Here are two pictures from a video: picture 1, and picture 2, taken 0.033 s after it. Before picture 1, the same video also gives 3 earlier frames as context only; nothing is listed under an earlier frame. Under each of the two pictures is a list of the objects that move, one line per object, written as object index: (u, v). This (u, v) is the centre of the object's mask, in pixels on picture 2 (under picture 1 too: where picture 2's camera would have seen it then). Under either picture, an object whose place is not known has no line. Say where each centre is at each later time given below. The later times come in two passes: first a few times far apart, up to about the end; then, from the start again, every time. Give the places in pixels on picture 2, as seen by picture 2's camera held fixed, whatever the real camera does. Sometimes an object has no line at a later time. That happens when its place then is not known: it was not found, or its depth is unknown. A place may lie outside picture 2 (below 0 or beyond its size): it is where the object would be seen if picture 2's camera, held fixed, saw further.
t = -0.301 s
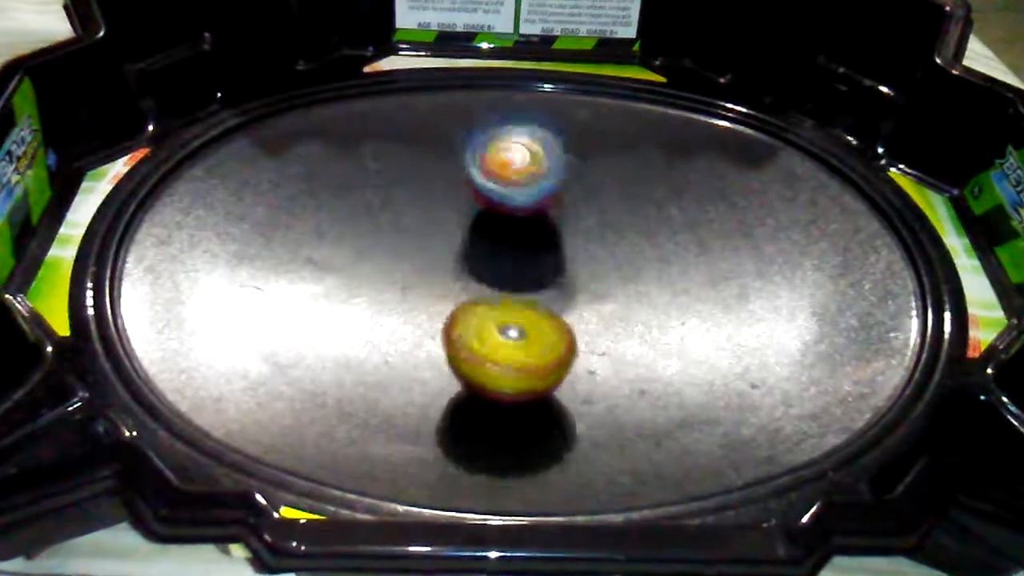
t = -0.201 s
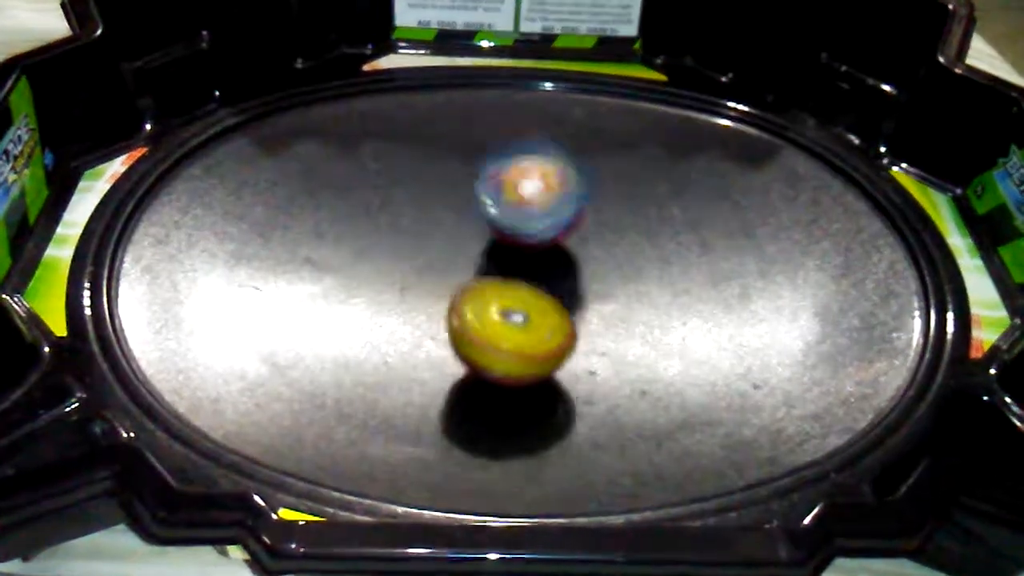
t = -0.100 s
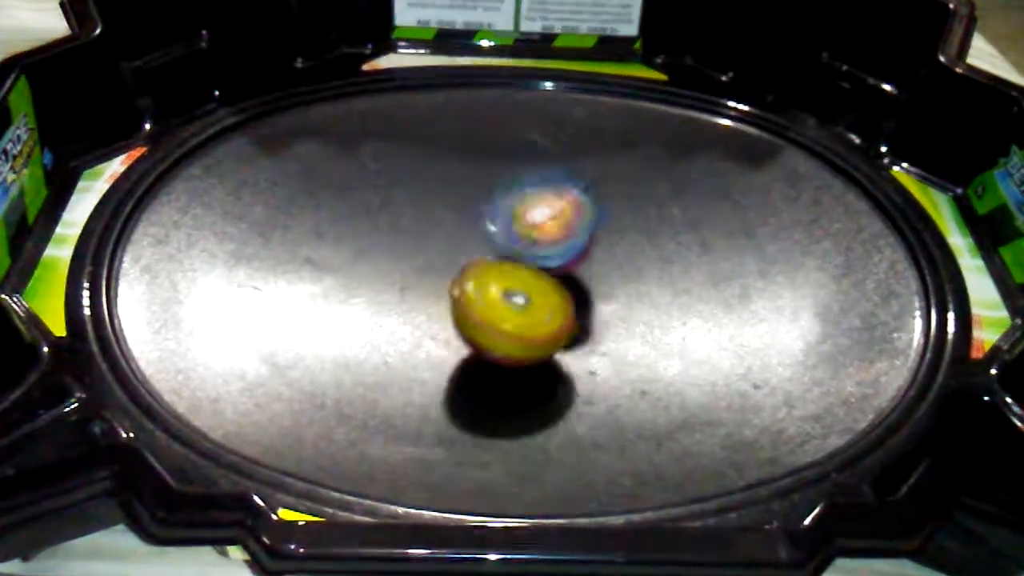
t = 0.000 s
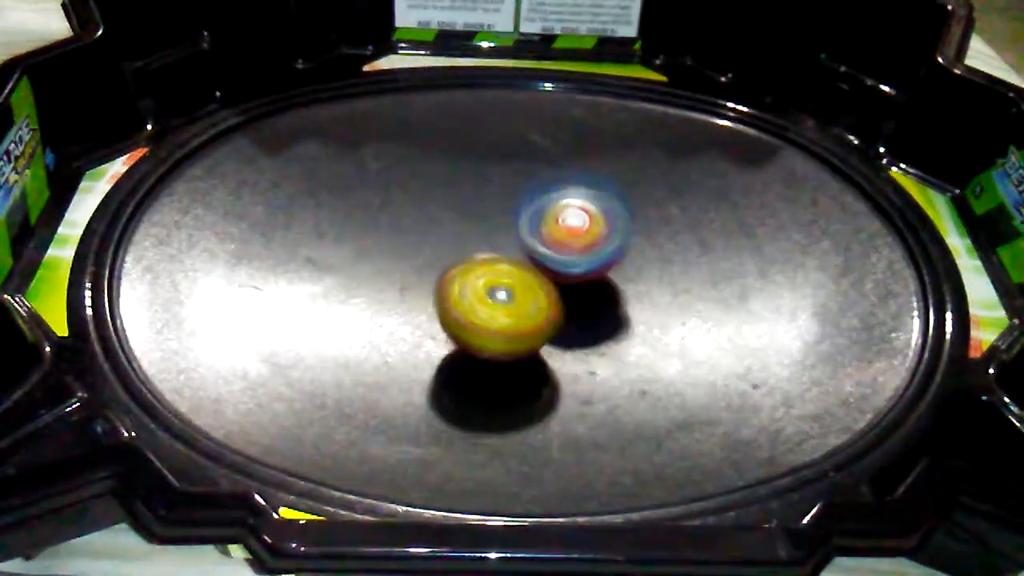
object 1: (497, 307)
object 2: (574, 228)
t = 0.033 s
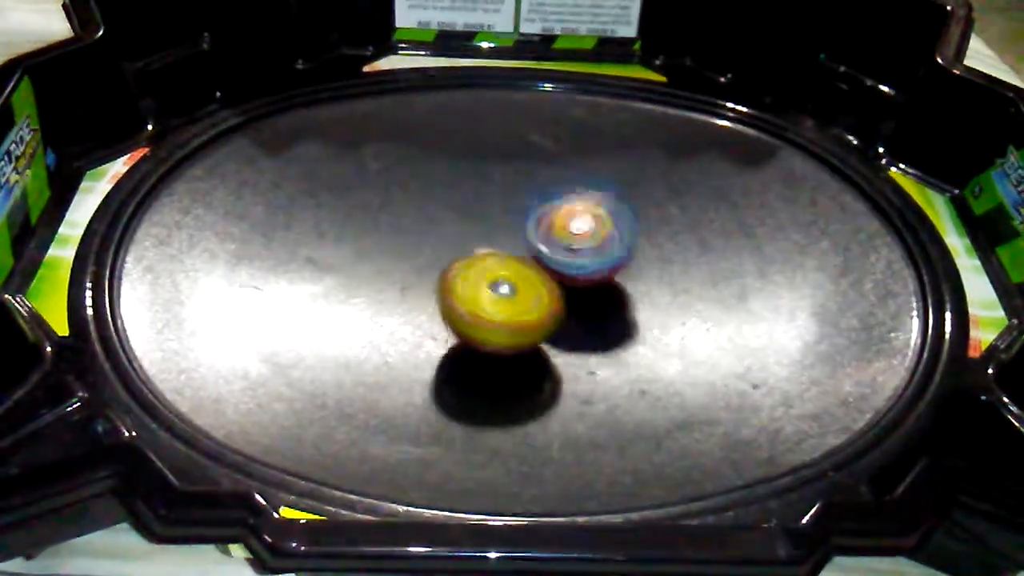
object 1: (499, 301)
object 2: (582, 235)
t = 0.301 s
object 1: (505, 265)
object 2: (653, 263)
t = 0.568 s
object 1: (532, 243)
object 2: (655, 296)
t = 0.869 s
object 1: (545, 224)
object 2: (577, 334)
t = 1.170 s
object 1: (554, 213)
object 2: (494, 298)
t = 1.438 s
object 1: (601, 208)
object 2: (386, 251)
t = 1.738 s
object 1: (567, 270)
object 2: (386, 245)
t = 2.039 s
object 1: (457, 315)
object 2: (387, 245)
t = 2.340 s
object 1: (435, 308)
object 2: (410, 228)
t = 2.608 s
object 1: (470, 300)
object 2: (415, 228)
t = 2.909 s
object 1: (522, 302)
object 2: (423, 235)
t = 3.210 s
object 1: (543, 312)
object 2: (425, 237)
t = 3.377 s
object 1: (541, 305)
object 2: (423, 240)
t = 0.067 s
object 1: (500, 297)
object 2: (591, 240)
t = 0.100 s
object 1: (500, 292)
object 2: (608, 246)
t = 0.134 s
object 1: (500, 288)
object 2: (614, 248)
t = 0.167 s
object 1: (501, 283)
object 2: (626, 251)
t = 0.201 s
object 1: (503, 279)
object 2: (632, 250)
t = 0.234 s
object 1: (503, 275)
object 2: (640, 254)
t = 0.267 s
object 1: (504, 270)
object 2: (647, 258)
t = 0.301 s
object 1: (505, 265)
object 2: (653, 263)
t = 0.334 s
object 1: (507, 262)
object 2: (658, 269)
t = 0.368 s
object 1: (509, 258)
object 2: (662, 272)
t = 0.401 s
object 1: (512, 254)
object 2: (664, 278)
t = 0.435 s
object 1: (516, 252)
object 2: (667, 283)
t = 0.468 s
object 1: (520, 248)
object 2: (668, 286)
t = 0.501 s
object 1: (523, 246)
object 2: (666, 293)
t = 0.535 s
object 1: (527, 244)
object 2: (659, 293)
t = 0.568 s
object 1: (532, 243)
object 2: (655, 296)
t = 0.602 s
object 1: (536, 242)
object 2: (645, 298)
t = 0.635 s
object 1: (539, 240)
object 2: (635, 303)
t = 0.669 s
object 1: (541, 234)
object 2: (626, 310)
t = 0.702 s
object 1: (542, 231)
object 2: (620, 319)
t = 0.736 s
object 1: (544, 229)
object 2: (611, 326)
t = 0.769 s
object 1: (544, 227)
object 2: (604, 329)
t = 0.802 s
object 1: (545, 226)
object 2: (595, 334)
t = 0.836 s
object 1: (545, 225)
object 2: (588, 334)
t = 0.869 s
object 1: (545, 224)
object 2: (577, 334)
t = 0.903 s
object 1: (545, 224)
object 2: (569, 329)
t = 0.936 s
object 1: (545, 224)
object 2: (563, 324)
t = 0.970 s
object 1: (548, 222)
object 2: (550, 324)
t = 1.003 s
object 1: (551, 219)
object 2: (539, 322)
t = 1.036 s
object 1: (551, 218)
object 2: (531, 319)
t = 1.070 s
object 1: (551, 216)
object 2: (520, 315)
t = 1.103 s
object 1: (552, 214)
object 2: (510, 308)
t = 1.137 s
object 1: (553, 214)
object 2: (501, 303)
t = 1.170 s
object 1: (554, 213)
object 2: (494, 298)
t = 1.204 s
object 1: (560, 210)
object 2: (477, 288)
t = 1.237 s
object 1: (572, 206)
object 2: (458, 284)
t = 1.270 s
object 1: (582, 203)
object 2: (433, 282)
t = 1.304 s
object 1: (589, 202)
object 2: (417, 276)
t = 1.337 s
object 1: (593, 202)
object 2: (401, 271)
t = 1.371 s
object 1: (596, 203)
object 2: (393, 262)
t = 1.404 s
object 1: (599, 204)
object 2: (389, 255)
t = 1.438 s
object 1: (601, 208)
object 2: (386, 251)
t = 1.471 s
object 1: (602, 210)
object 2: (382, 246)
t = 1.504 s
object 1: (602, 215)
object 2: (382, 240)
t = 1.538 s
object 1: (602, 221)
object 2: (382, 236)
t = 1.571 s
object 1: (601, 227)
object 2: (382, 234)
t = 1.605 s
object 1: (598, 234)
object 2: (383, 233)
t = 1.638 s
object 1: (592, 244)
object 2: (385, 236)
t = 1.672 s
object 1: (586, 251)
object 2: (386, 239)
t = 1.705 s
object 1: (578, 260)
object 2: (387, 242)
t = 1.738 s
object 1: (567, 270)
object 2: (386, 245)
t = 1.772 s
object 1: (558, 278)
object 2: (386, 248)
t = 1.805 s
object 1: (546, 286)
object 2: (387, 249)
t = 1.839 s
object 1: (532, 296)
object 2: (388, 248)
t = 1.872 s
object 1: (520, 301)
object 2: (390, 246)
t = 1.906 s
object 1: (507, 306)
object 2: (391, 244)
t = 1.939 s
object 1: (493, 309)
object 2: (391, 244)
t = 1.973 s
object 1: (478, 313)
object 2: (390, 245)
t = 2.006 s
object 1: (466, 314)
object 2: (388, 246)
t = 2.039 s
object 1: (457, 315)
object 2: (387, 245)
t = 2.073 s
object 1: (450, 317)
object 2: (385, 245)
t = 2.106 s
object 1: (445, 316)
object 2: (383, 244)
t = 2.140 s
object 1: (440, 315)
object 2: (382, 243)
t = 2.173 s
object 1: (438, 313)
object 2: (386, 241)
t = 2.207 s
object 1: (435, 312)
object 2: (390, 238)
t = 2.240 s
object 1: (434, 310)
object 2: (399, 235)
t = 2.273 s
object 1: (434, 311)
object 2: (408, 231)
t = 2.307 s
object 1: (433, 310)
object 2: (408, 229)
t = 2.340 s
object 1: (435, 308)
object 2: (410, 228)
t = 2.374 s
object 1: (439, 307)
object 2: (412, 227)
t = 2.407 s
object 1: (443, 307)
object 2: (413, 226)
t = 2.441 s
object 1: (446, 305)
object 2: (416, 225)
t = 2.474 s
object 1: (449, 304)
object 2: (419, 223)
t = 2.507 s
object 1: (455, 302)
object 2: (419, 222)
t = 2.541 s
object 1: (460, 302)
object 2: (419, 223)
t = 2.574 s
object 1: (465, 301)
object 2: (417, 224)
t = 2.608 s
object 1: (470, 300)
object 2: (415, 228)
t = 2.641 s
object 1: (476, 298)
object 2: (412, 231)
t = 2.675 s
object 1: (483, 298)
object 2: (412, 233)
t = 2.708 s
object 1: (488, 298)
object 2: (413, 234)
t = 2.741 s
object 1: (495, 298)
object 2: (414, 235)
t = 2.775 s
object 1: (501, 299)
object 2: (417, 235)
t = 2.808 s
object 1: (507, 299)
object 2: (419, 234)
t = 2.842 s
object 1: (513, 300)
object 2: (421, 234)
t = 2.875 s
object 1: (518, 301)
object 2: (422, 234)
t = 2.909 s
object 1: (522, 302)
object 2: (423, 235)
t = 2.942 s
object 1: (526, 303)
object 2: (423, 237)
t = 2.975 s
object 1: (530, 304)
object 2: (422, 240)
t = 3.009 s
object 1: (533, 305)
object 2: (421, 240)
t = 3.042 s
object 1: (535, 307)
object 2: (421, 240)
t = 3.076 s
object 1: (538, 308)
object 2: (422, 240)
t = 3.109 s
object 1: (540, 309)
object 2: (424, 239)
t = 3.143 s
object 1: (541, 310)
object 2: (424, 237)
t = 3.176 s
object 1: (543, 311)
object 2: (425, 237)
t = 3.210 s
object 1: (543, 312)
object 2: (425, 237)
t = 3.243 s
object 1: (543, 311)
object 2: (424, 237)
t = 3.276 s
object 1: (542, 311)
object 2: (423, 239)
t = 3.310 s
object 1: (542, 309)
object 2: (422, 240)
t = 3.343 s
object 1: (542, 307)
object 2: (422, 240)
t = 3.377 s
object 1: (541, 305)
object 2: (423, 240)
